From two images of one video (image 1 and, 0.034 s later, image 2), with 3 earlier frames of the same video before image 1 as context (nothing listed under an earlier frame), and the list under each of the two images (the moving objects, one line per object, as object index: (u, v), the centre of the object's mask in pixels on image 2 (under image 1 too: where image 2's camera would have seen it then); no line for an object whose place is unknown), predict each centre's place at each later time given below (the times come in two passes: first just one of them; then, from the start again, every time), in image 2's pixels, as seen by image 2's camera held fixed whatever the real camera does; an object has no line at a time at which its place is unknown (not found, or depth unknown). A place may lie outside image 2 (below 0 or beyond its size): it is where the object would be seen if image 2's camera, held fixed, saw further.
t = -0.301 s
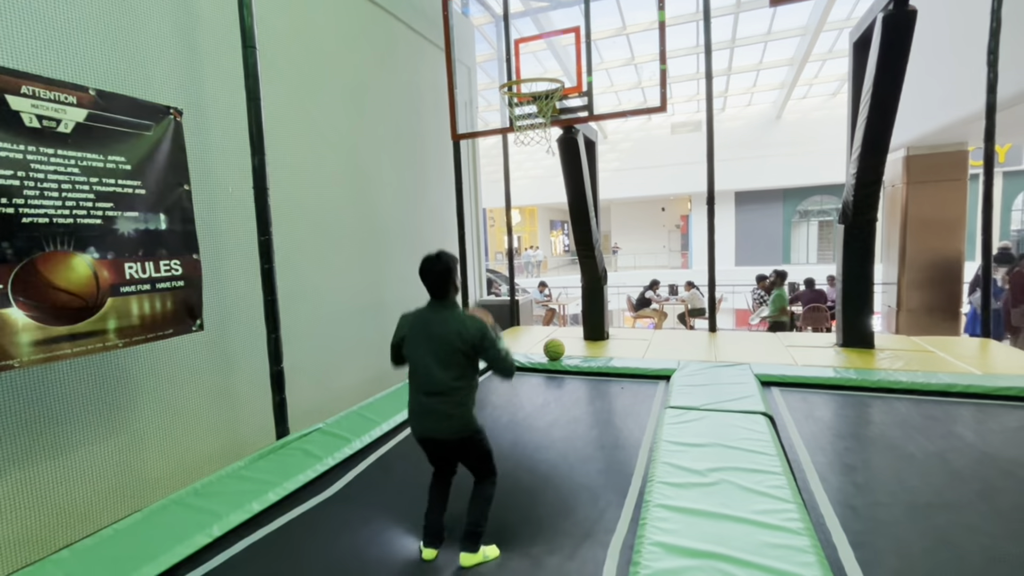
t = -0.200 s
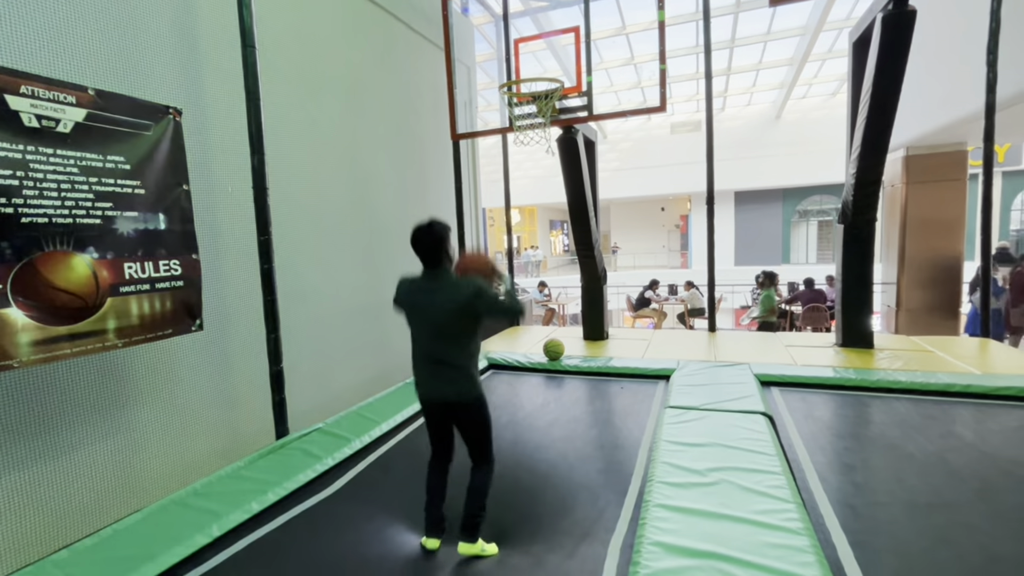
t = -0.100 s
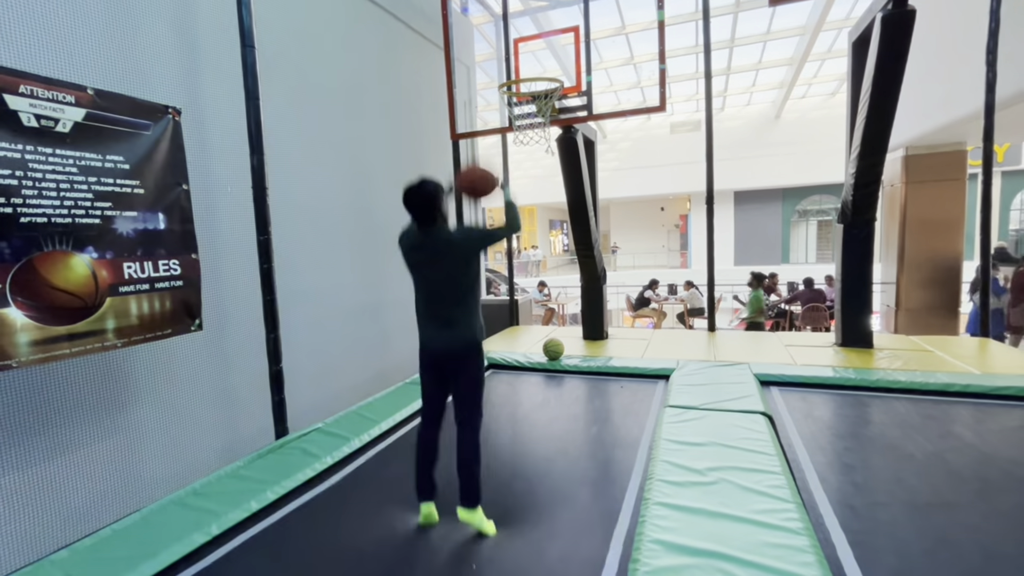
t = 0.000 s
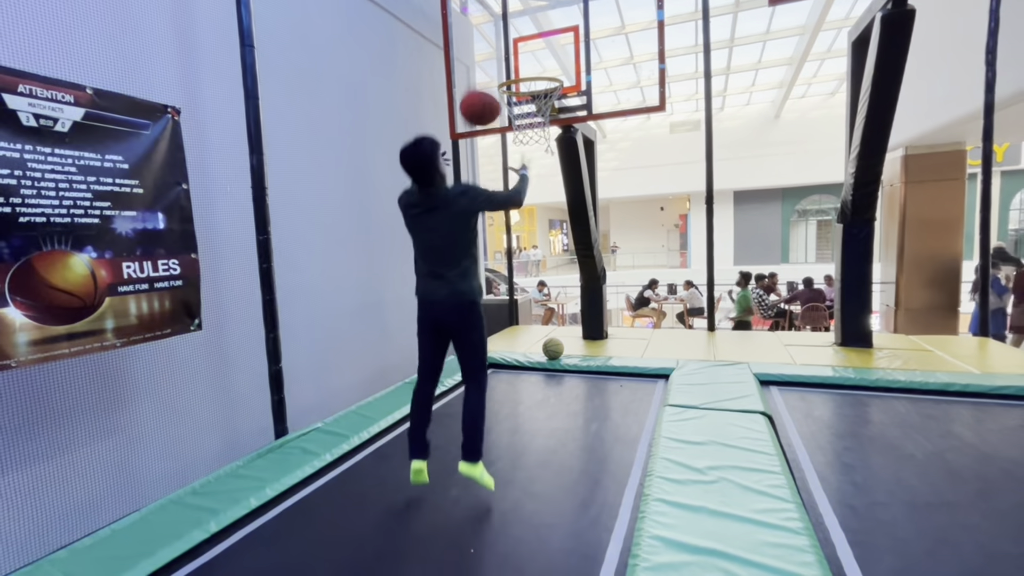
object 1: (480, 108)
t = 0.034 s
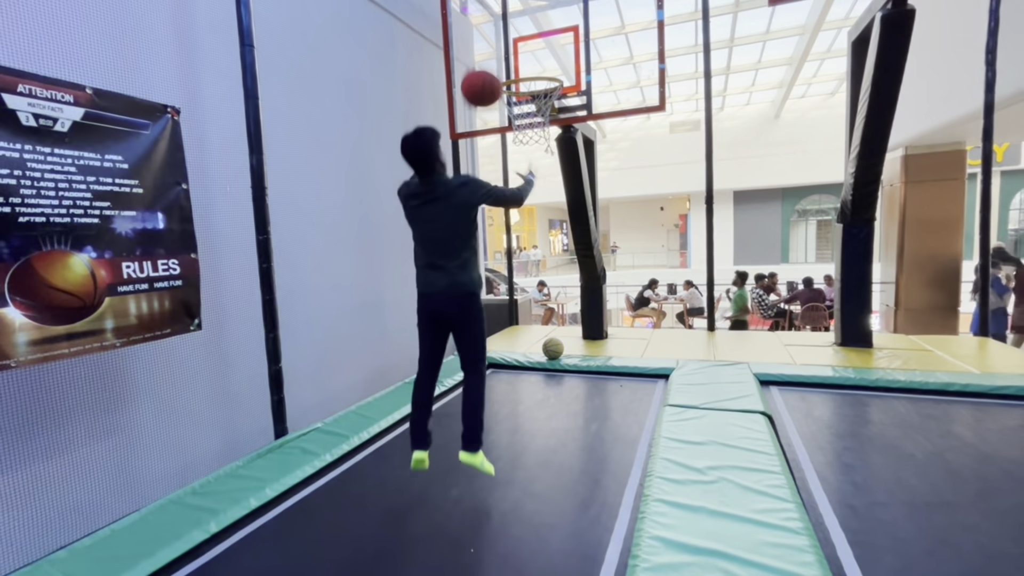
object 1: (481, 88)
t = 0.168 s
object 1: (488, 32)
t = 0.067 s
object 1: (482, 71)
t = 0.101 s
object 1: (484, 56)
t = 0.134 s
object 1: (486, 43)
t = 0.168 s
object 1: (488, 32)
